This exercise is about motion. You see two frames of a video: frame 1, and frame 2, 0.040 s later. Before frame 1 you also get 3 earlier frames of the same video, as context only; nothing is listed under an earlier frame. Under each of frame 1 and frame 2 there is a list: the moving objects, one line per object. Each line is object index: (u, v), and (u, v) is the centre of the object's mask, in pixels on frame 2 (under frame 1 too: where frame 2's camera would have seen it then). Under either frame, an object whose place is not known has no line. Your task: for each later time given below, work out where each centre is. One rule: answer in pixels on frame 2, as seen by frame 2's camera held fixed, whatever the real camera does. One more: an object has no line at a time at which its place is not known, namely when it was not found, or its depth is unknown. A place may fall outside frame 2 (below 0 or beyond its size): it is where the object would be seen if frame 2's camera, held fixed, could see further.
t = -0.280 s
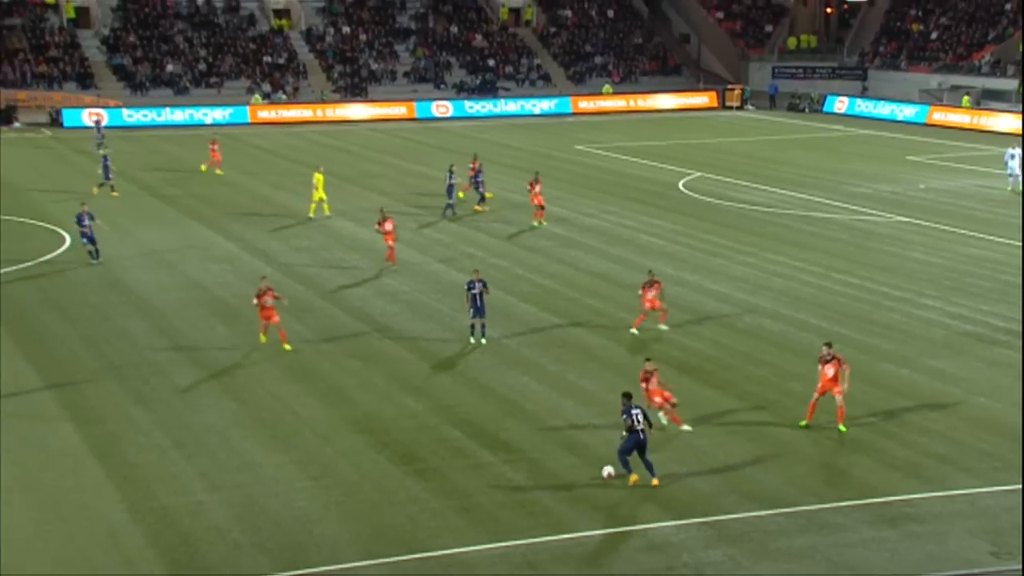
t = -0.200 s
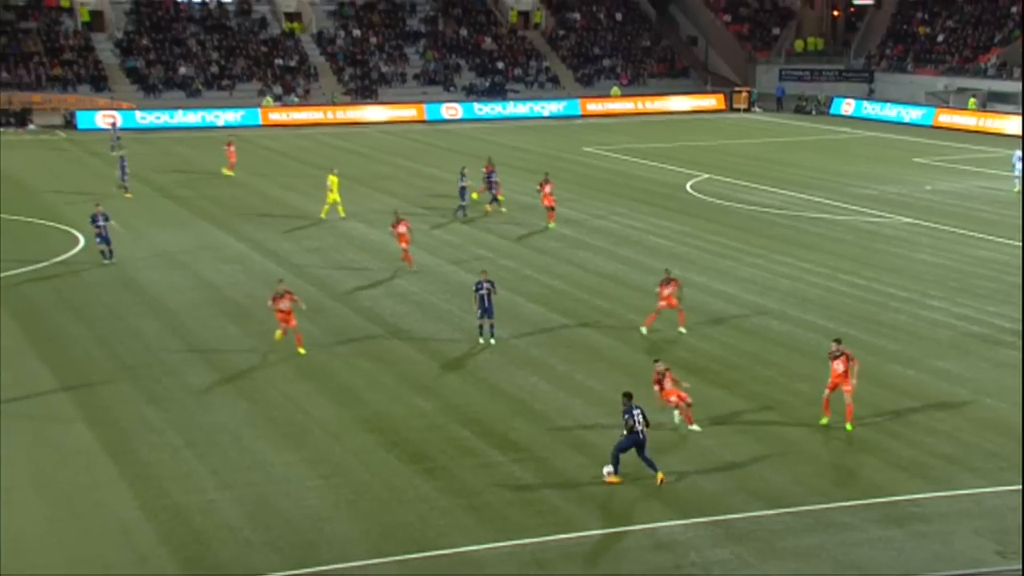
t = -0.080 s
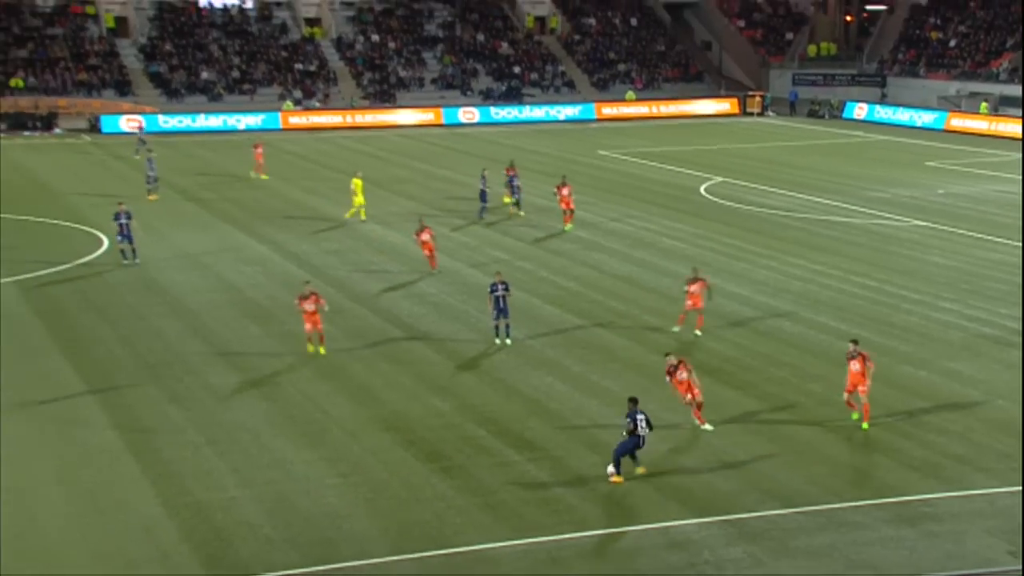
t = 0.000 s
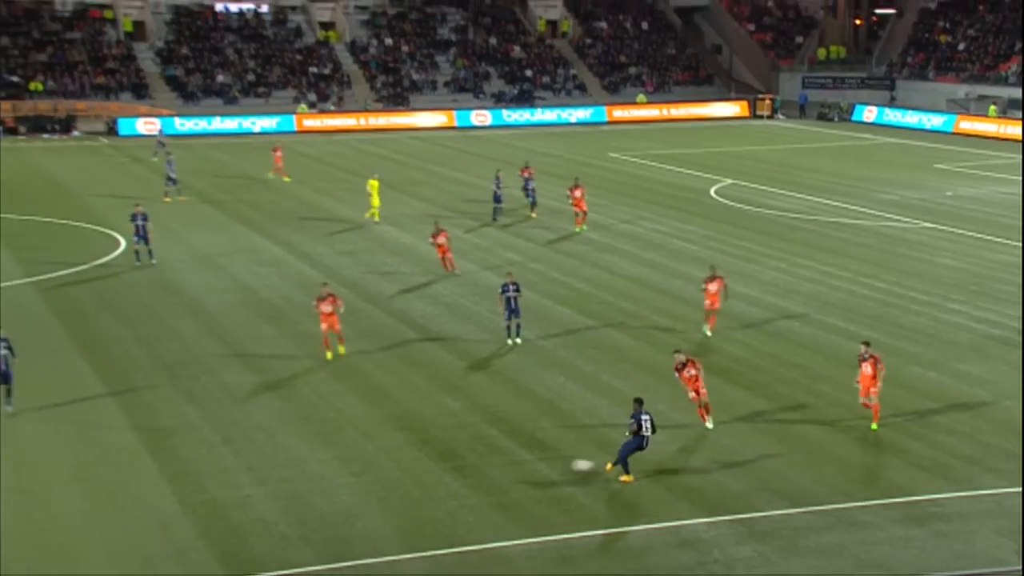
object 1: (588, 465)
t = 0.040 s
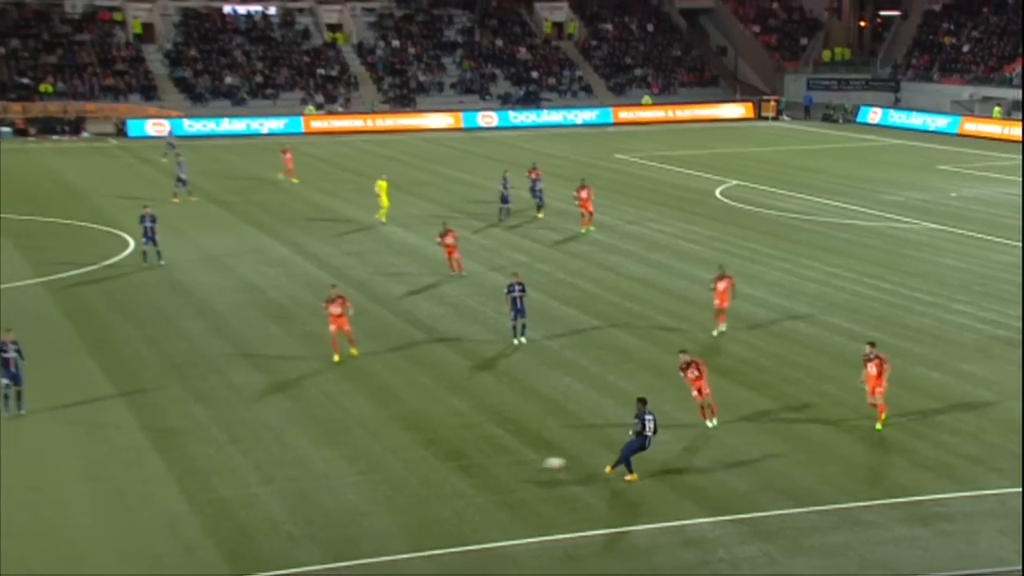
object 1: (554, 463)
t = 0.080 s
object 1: (521, 461)
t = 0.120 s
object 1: (489, 459)
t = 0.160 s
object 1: (459, 457)
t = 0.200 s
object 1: (429, 456)
